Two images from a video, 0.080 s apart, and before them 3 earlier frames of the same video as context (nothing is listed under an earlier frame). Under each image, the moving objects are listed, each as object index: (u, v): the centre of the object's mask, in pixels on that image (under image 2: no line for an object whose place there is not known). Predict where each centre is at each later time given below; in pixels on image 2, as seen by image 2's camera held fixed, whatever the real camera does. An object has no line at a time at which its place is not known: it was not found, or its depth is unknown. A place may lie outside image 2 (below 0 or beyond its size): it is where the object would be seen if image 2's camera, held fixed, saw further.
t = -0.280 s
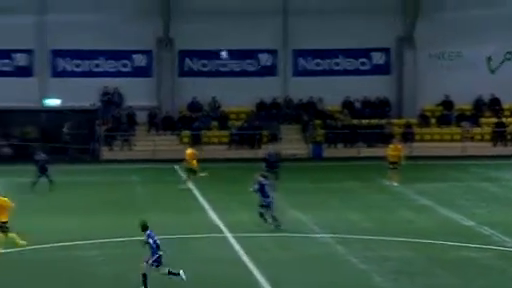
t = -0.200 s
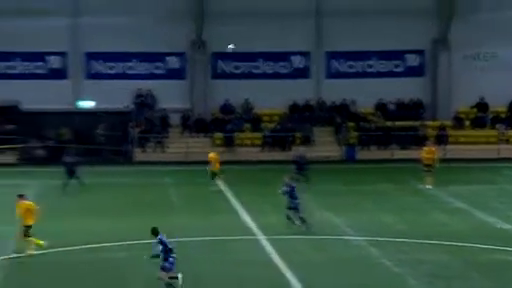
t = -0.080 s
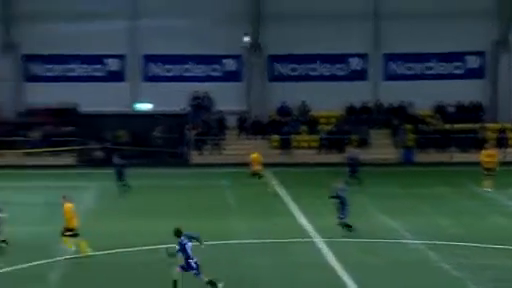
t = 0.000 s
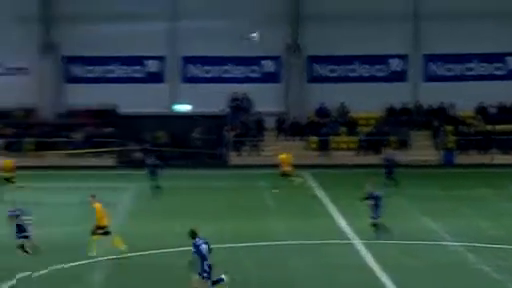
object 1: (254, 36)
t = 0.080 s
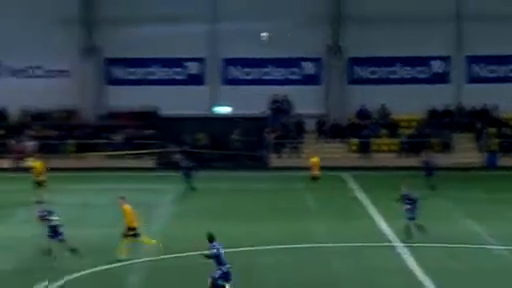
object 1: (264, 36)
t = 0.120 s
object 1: (247, 35)
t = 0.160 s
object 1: (231, 35)
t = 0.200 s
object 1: (214, 35)
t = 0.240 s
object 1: (197, 35)
